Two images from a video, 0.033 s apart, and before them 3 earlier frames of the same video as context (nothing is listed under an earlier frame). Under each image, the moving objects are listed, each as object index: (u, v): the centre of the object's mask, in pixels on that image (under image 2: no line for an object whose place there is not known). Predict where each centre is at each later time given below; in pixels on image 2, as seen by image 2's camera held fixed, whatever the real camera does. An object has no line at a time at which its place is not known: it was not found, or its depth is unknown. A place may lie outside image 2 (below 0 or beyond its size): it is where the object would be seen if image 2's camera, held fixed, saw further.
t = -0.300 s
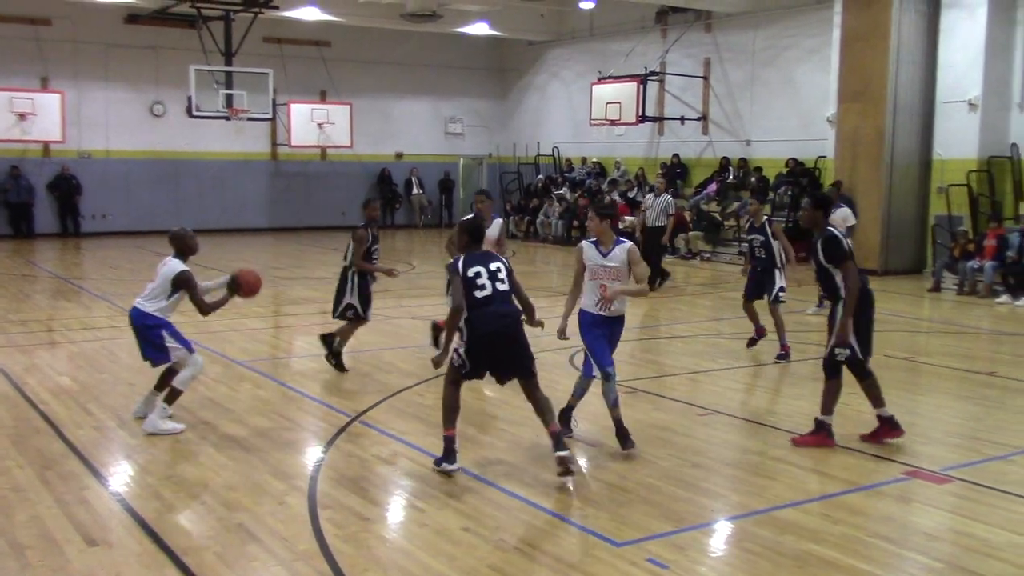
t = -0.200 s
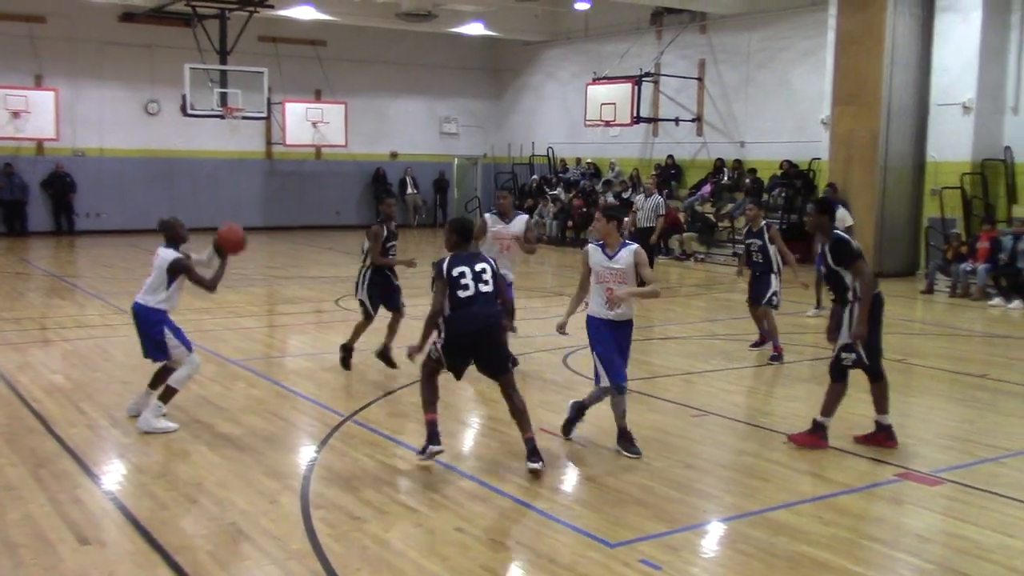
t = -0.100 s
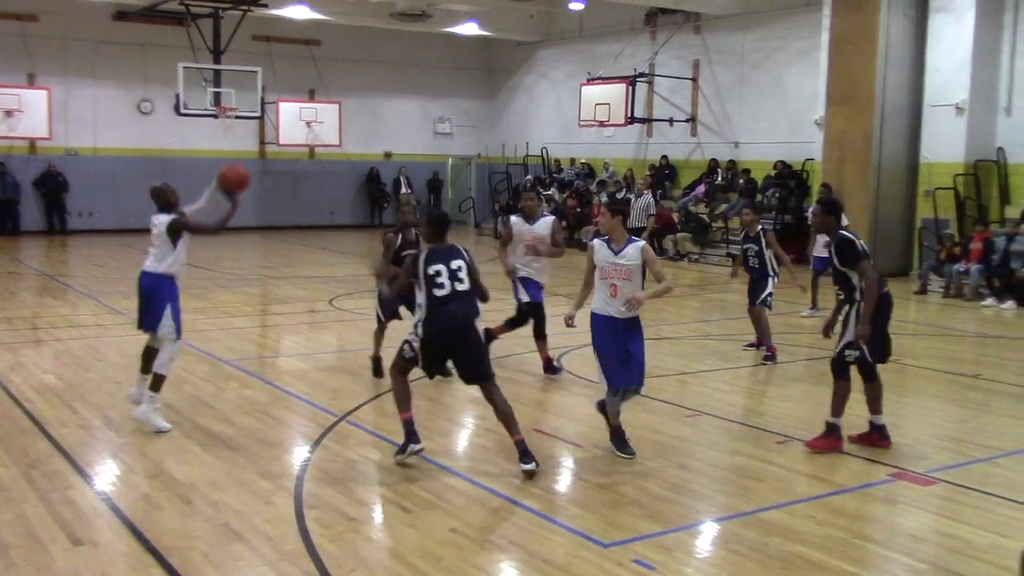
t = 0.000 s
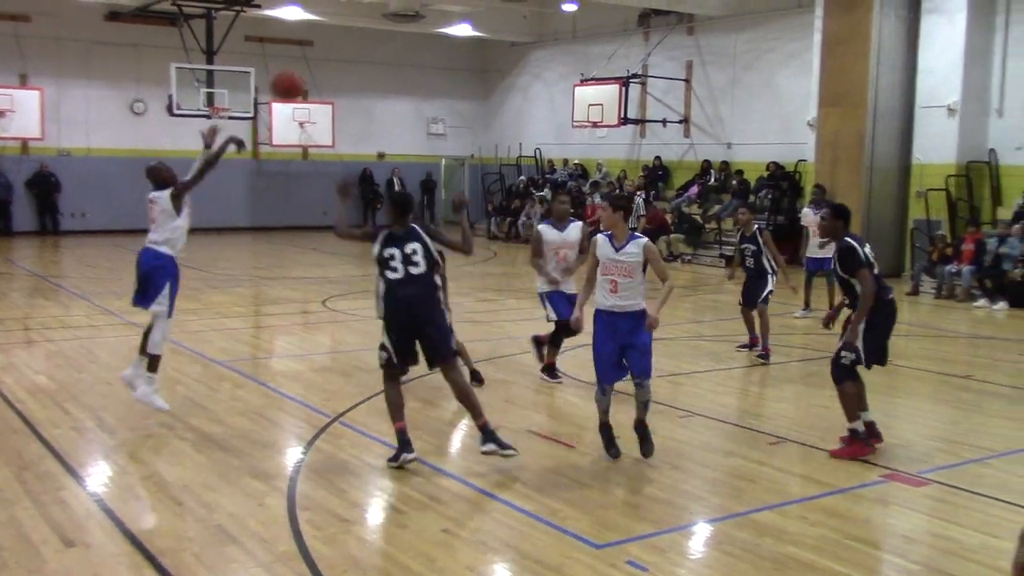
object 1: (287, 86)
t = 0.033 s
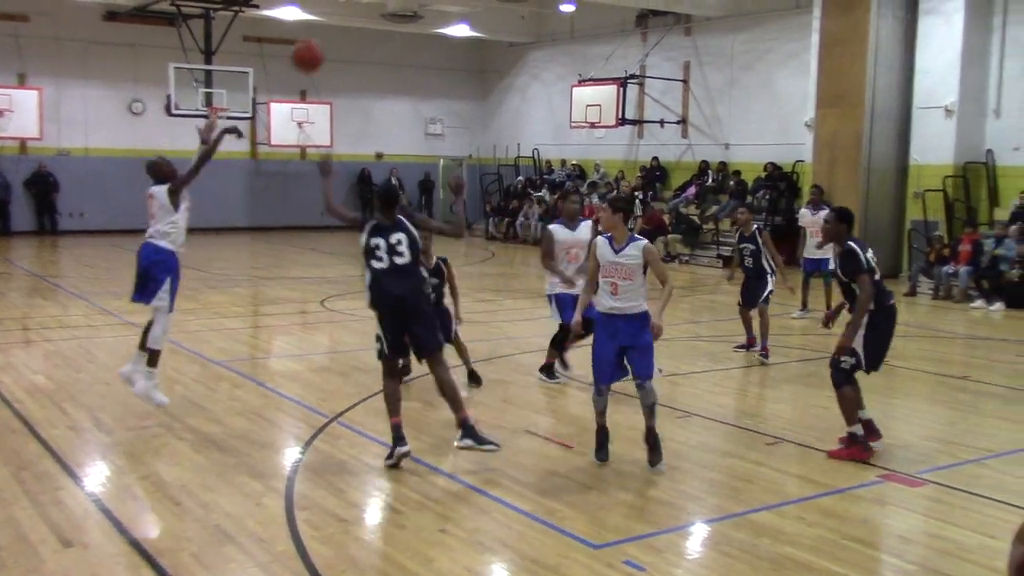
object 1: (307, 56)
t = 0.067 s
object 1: (335, 25)
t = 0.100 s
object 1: (357, -1)
